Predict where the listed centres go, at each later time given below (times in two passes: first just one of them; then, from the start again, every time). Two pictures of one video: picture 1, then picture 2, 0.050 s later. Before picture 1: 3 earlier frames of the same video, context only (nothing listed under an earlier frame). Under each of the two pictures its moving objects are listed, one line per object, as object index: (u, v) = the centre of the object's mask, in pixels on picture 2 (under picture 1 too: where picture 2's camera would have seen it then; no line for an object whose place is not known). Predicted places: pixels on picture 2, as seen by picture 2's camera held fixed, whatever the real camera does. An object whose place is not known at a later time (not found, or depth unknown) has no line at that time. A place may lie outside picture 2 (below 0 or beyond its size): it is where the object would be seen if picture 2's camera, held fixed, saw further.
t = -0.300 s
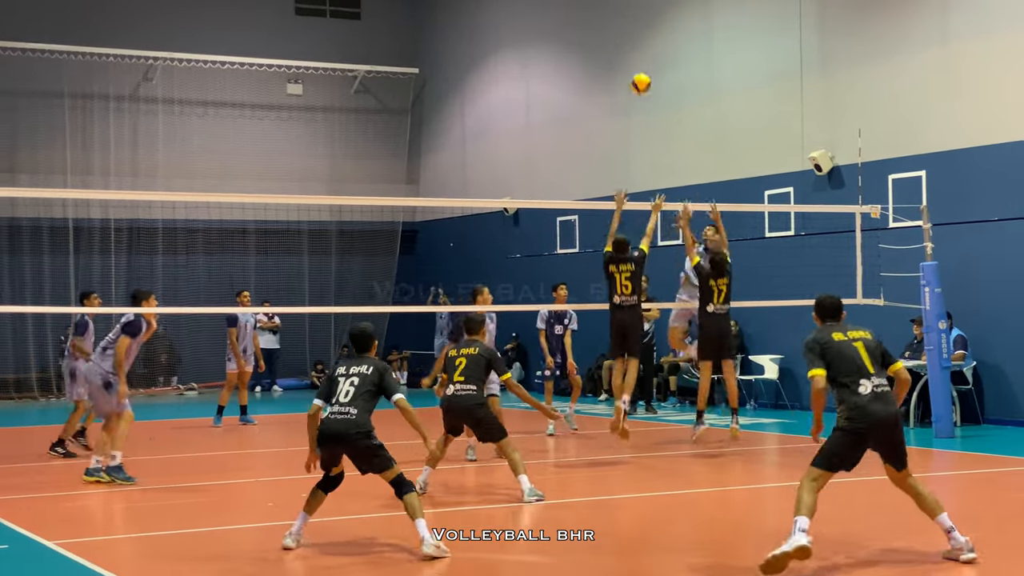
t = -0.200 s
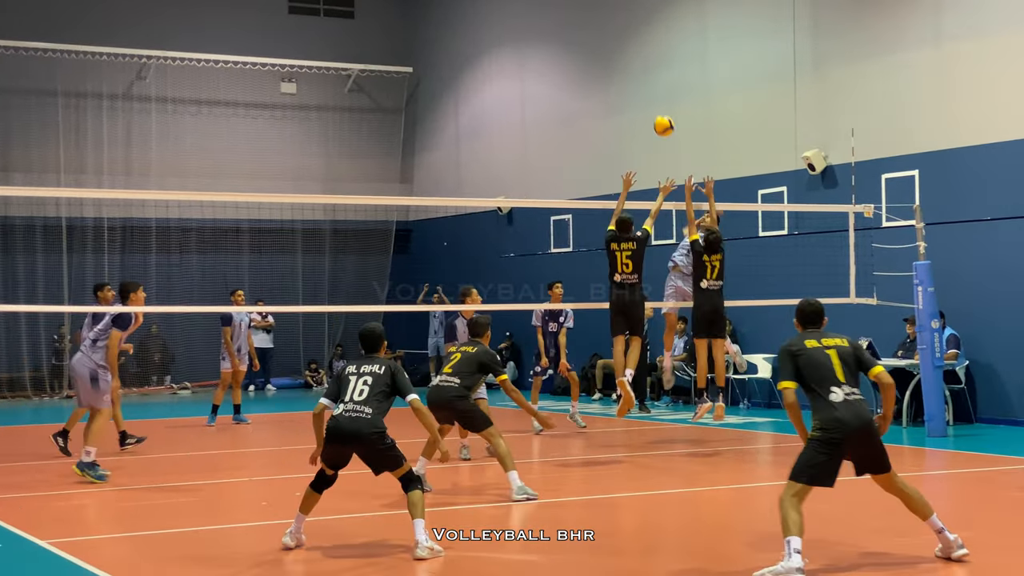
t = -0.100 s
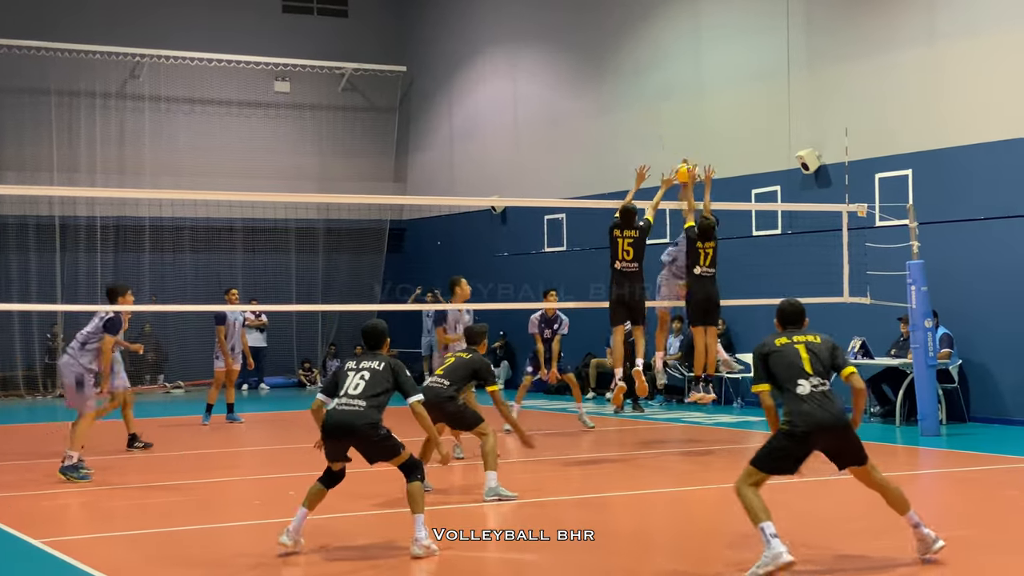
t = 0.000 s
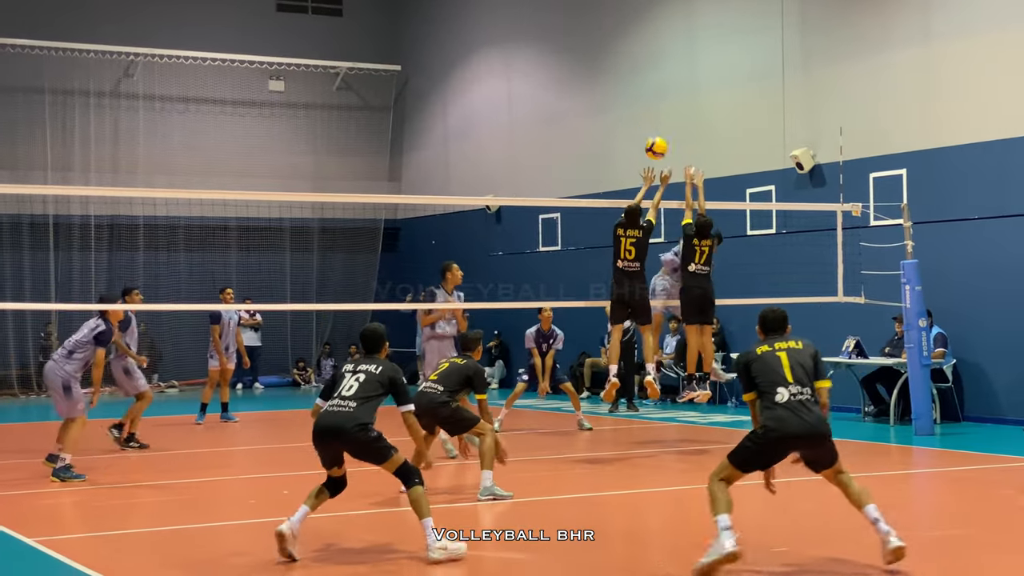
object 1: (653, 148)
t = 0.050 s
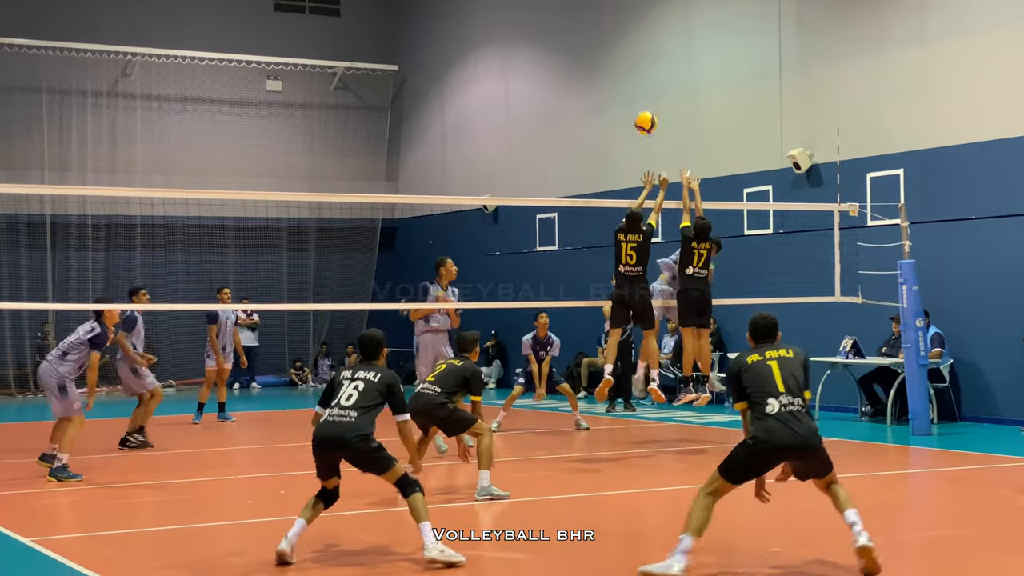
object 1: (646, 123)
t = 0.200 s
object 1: (622, 60)
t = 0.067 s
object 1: (644, 115)
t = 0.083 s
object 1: (641, 107)
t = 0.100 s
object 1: (638, 99)
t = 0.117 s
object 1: (636, 92)
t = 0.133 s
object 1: (633, 85)
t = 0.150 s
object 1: (630, 78)
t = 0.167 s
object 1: (628, 72)
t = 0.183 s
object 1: (625, 66)
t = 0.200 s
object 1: (622, 60)
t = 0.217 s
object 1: (620, 53)
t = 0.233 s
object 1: (617, 48)
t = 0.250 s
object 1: (614, 43)
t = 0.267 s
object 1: (611, 38)
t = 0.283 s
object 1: (609, 33)
